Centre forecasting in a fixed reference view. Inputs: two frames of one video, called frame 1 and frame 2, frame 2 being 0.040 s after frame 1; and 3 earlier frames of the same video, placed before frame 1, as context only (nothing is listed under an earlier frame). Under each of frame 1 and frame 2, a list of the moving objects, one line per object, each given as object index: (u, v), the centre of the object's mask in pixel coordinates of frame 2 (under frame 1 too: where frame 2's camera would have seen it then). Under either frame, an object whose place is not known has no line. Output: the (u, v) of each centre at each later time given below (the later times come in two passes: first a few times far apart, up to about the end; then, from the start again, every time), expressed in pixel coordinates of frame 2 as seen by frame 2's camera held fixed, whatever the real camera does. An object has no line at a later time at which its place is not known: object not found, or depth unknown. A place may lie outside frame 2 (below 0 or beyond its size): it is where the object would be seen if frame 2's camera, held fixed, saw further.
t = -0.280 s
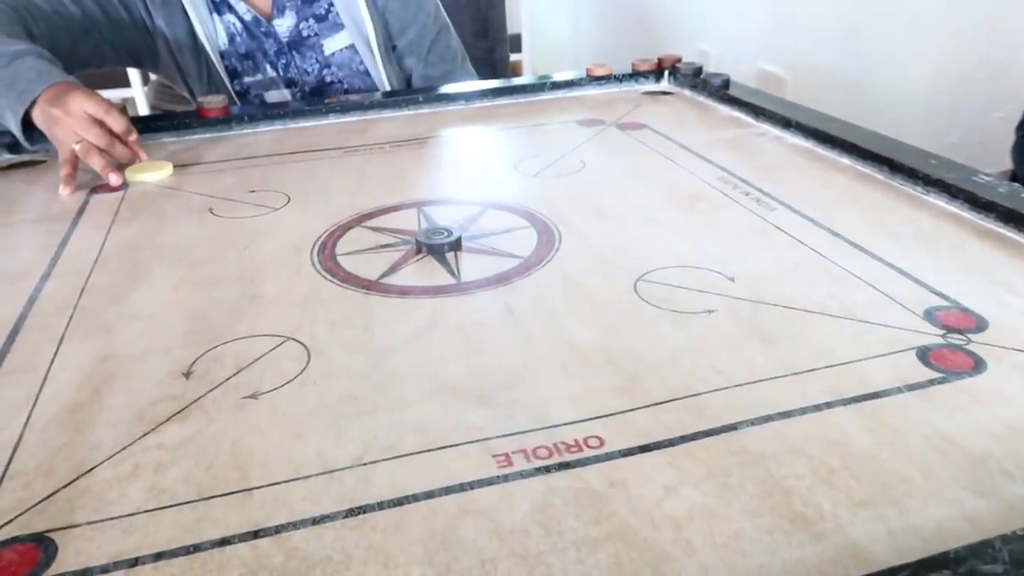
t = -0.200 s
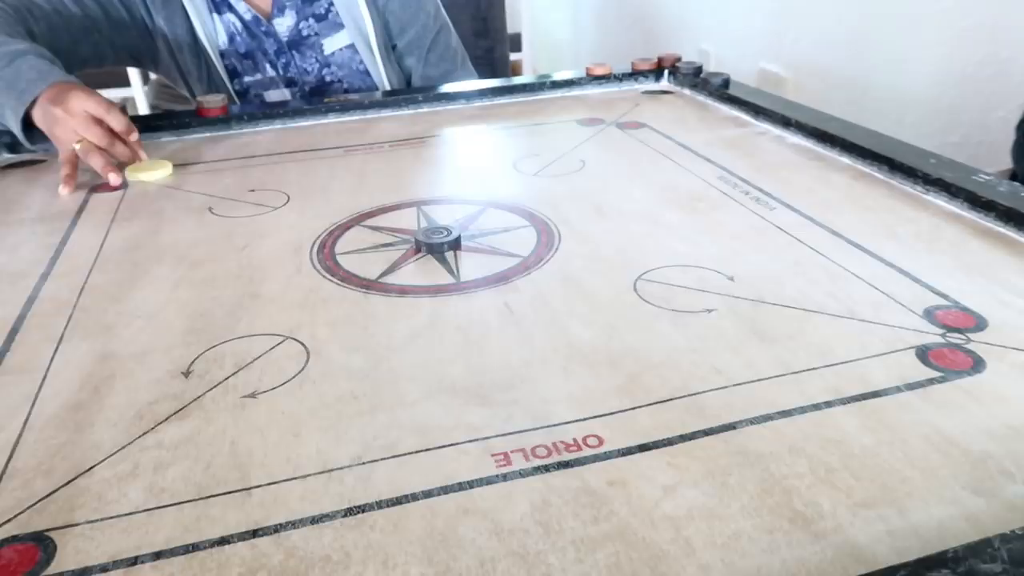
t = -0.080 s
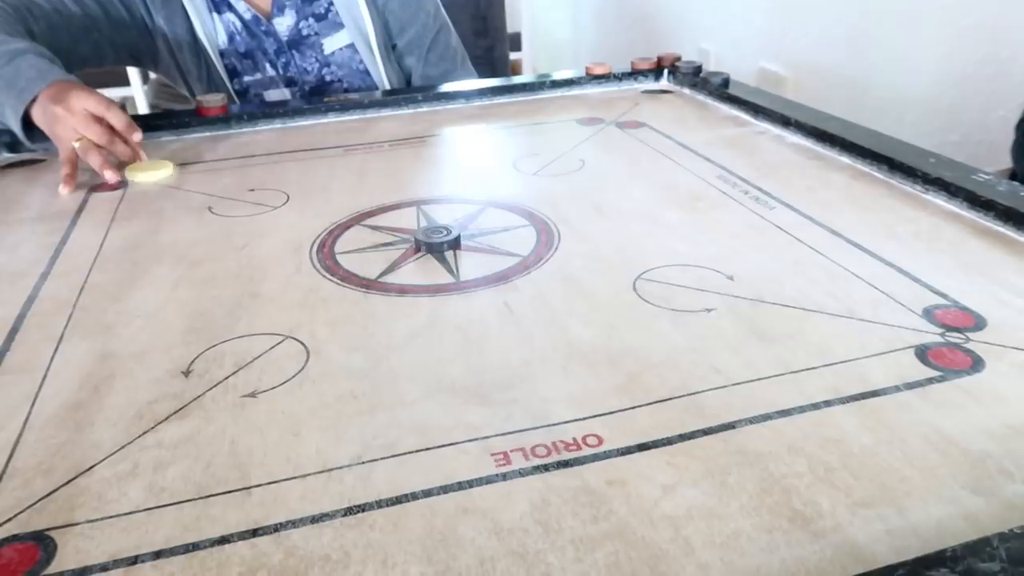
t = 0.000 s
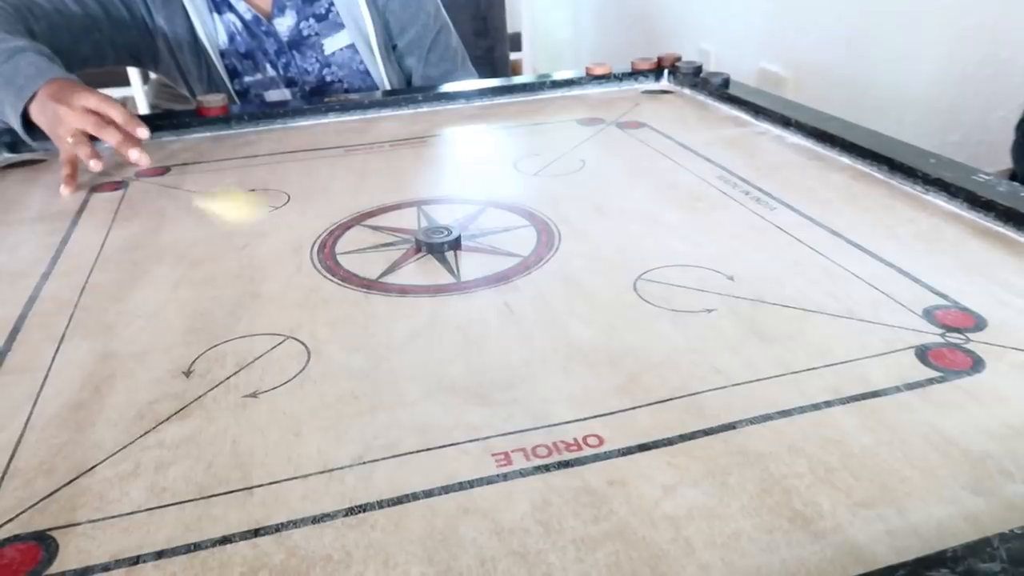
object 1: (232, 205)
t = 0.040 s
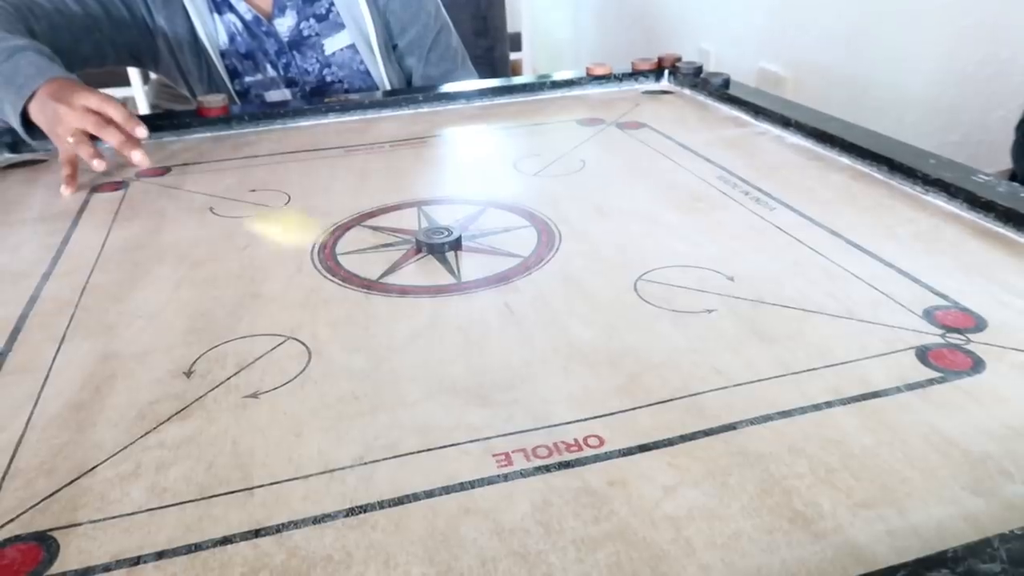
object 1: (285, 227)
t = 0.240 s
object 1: (700, 393)
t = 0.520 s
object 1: (929, 325)
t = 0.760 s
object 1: (903, 266)
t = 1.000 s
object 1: (908, 263)
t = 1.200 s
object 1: (908, 264)
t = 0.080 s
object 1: (350, 251)
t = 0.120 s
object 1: (415, 278)
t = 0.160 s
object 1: (497, 314)
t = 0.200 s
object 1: (595, 354)
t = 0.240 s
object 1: (700, 393)
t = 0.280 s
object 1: (833, 447)
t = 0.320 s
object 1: (953, 490)
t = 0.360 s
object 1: (980, 463)
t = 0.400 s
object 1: (967, 418)
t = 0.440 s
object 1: (953, 380)
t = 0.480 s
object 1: (939, 348)
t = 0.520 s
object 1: (929, 325)
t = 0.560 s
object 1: (921, 307)
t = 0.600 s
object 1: (914, 292)
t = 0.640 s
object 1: (909, 281)
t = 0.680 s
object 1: (905, 273)
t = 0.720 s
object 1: (904, 268)
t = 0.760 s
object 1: (903, 266)
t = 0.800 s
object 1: (904, 263)
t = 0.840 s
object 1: (906, 263)
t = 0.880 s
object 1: (907, 263)
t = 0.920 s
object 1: (908, 263)
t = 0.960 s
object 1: (908, 263)
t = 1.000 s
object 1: (908, 263)
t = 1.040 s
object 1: (907, 263)
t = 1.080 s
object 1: (907, 263)
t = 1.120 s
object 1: (908, 263)
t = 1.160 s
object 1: (908, 264)
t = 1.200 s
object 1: (908, 264)
